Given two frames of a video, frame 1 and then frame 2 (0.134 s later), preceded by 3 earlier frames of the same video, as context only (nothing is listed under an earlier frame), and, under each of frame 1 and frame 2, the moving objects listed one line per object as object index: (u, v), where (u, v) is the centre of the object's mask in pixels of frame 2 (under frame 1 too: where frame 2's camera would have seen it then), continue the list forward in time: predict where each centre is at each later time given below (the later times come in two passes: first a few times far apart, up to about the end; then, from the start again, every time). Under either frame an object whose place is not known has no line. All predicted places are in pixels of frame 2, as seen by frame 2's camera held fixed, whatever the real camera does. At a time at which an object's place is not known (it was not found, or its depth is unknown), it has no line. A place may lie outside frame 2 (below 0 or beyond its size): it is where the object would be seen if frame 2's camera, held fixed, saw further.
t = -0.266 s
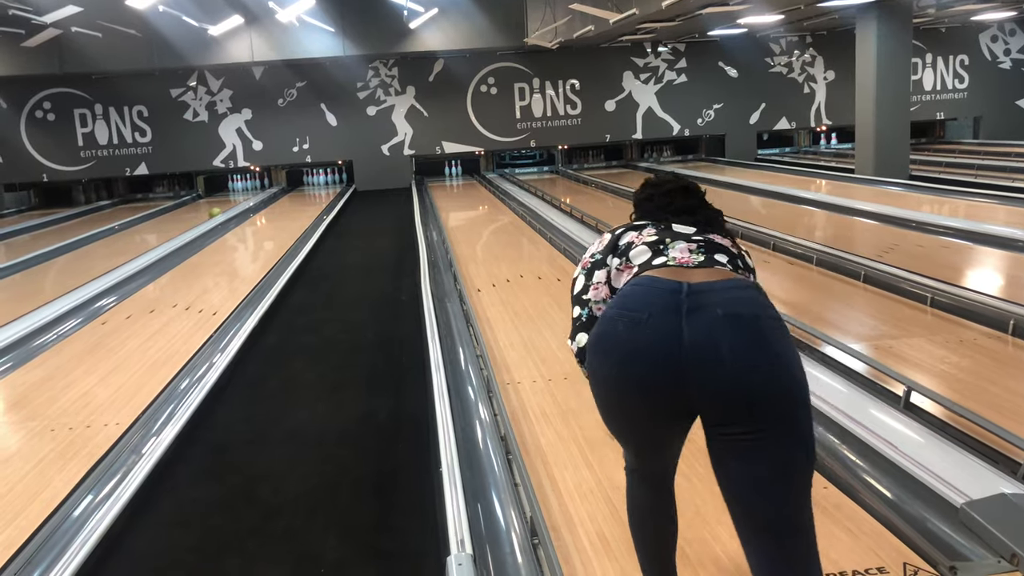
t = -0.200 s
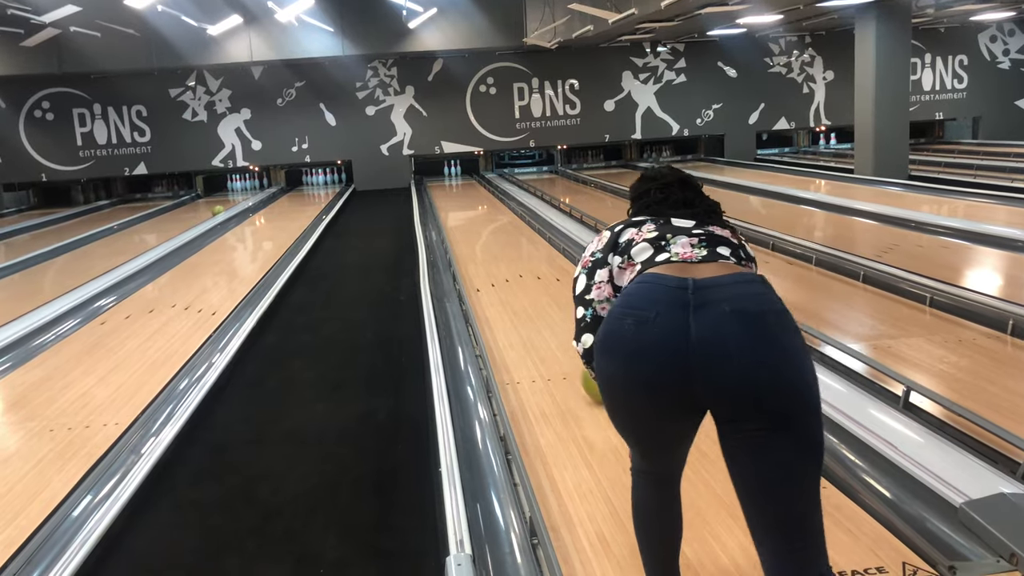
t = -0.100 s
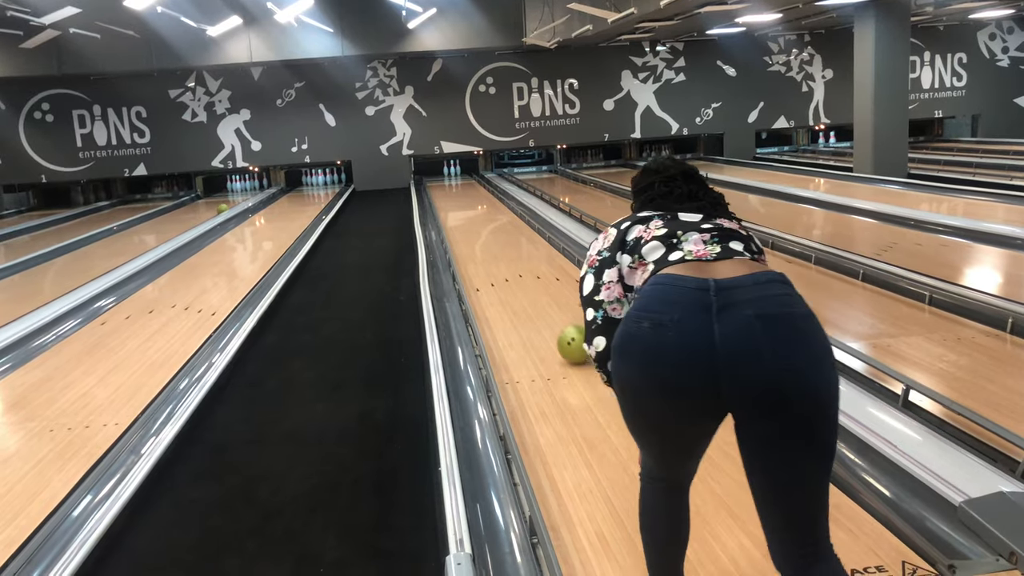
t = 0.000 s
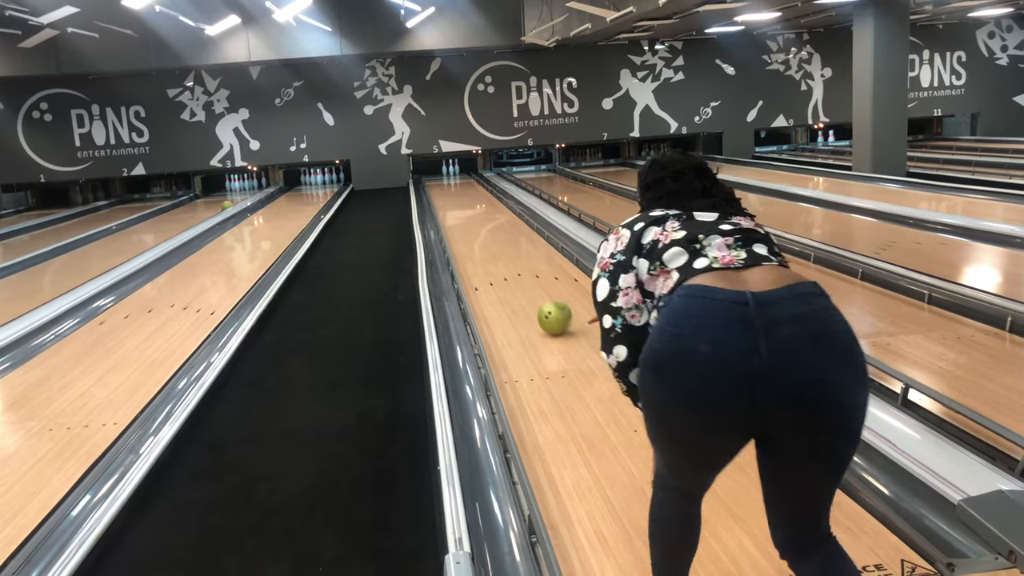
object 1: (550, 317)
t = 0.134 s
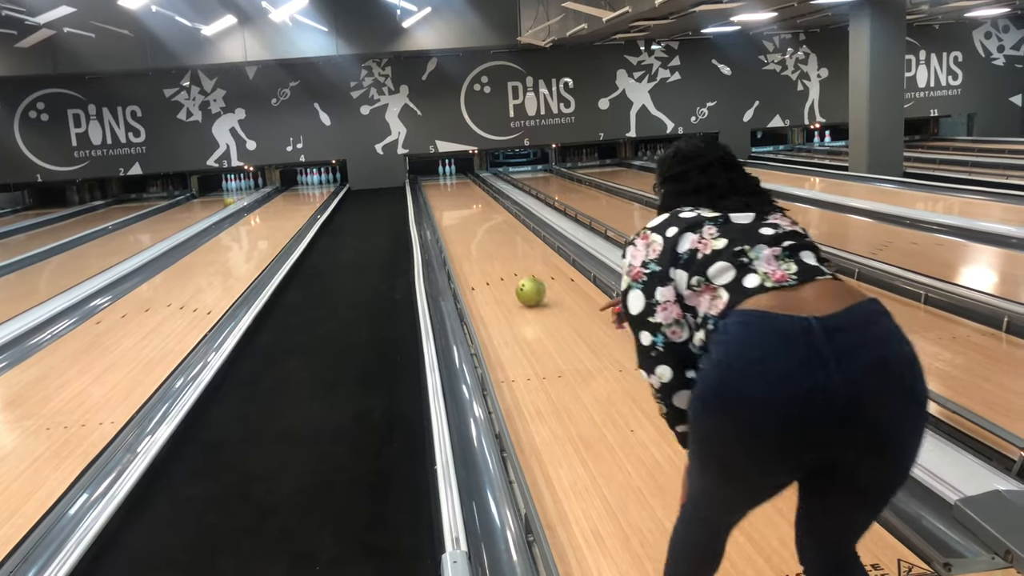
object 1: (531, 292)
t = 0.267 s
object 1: (515, 272)
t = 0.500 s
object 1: (495, 247)
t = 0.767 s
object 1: (480, 227)
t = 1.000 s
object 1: (471, 216)
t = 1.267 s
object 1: (463, 205)
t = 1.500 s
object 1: (457, 198)
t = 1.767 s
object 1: (452, 191)
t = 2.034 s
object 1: (449, 186)
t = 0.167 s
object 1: (526, 286)
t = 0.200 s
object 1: (522, 281)
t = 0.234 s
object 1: (518, 276)
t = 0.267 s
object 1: (515, 272)
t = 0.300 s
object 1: (511, 267)
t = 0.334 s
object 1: (508, 264)
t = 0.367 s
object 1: (505, 260)
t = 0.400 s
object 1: (502, 256)
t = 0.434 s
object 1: (499, 253)
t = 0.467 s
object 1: (497, 250)
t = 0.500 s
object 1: (495, 247)
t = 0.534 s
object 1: (493, 244)
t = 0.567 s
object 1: (490, 241)
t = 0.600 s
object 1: (488, 239)
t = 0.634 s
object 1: (487, 236)
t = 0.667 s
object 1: (485, 234)
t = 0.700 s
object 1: (483, 232)
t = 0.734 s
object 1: (481, 229)
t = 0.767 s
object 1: (480, 227)
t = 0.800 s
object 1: (478, 226)
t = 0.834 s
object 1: (477, 224)
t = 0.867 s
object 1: (476, 222)
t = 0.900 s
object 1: (474, 220)
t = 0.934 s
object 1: (473, 219)
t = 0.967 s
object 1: (472, 217)
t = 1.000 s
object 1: (471, 216)
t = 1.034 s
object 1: (469, 214)
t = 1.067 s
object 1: (468, 213)
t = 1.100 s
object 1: (467, 211)
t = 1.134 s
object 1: (466, 210)
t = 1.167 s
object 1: (465, 208)
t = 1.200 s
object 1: (464, 207)
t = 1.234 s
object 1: (463, 206)
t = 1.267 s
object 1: (463, 205)
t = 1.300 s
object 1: (462, 204)
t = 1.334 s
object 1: (460, 203)
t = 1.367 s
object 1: (460, 202)
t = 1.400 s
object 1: (459, 201)
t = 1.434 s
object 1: (459, 200)
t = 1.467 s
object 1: (458, 199)
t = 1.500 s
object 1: (457, 198)
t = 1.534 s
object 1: (457, 197)
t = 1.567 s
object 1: (456, 196)
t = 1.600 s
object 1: (455, 195)
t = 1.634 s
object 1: (454, 194)
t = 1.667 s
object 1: (454, 193)
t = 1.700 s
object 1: (453, 193)
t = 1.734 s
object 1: (452, 192)
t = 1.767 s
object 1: (452, 191)
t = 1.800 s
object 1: (452, 191)
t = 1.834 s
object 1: (452, 190)
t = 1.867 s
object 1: (451, 190)
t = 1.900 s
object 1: (451, 189)
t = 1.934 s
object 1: (451, 189)
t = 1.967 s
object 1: (450, 188)
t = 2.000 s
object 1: (450, 187)
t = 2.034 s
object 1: (449, 186)
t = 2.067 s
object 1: (449, 185)
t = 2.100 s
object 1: (449, 185)
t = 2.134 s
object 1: (449, 184)
